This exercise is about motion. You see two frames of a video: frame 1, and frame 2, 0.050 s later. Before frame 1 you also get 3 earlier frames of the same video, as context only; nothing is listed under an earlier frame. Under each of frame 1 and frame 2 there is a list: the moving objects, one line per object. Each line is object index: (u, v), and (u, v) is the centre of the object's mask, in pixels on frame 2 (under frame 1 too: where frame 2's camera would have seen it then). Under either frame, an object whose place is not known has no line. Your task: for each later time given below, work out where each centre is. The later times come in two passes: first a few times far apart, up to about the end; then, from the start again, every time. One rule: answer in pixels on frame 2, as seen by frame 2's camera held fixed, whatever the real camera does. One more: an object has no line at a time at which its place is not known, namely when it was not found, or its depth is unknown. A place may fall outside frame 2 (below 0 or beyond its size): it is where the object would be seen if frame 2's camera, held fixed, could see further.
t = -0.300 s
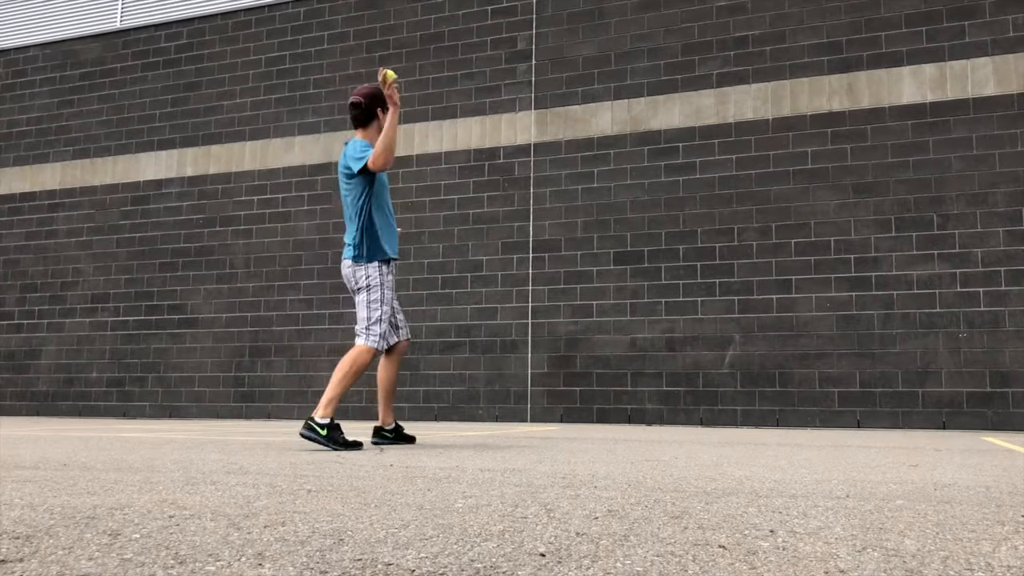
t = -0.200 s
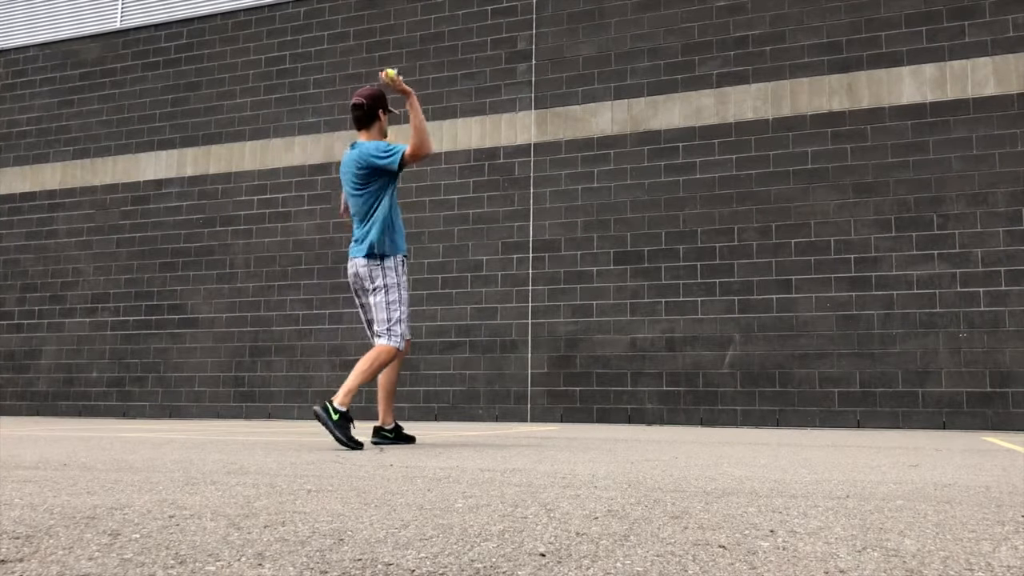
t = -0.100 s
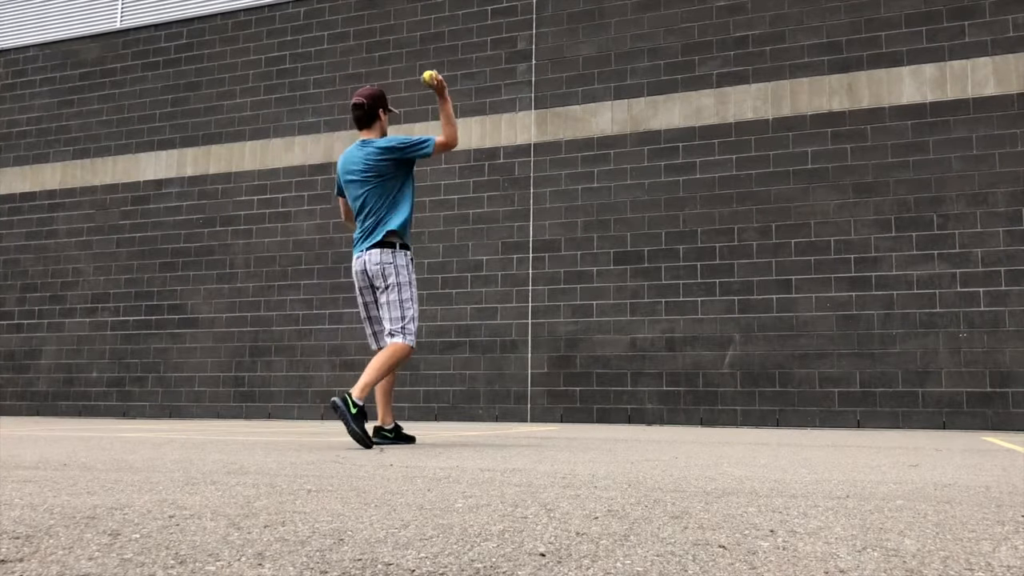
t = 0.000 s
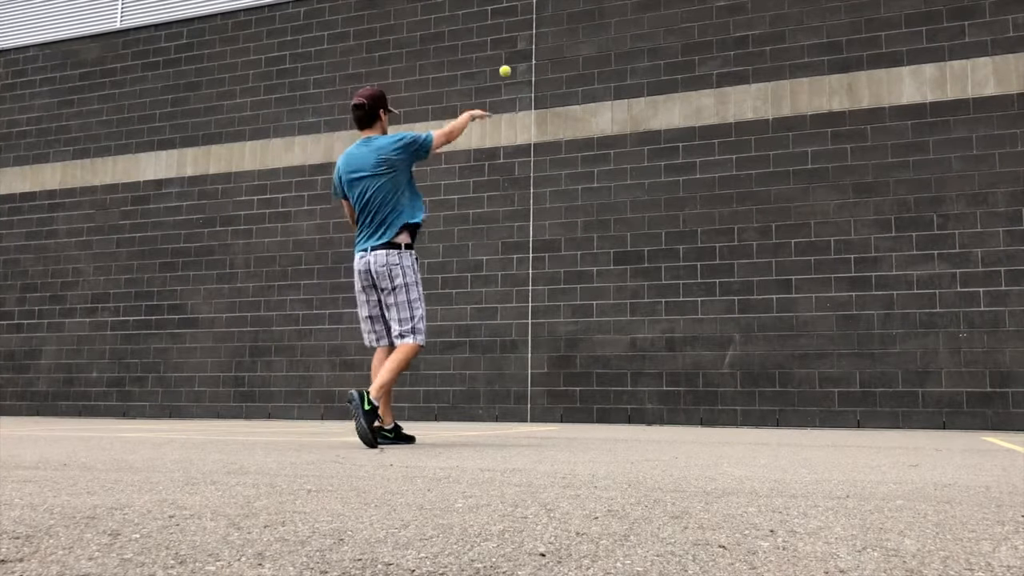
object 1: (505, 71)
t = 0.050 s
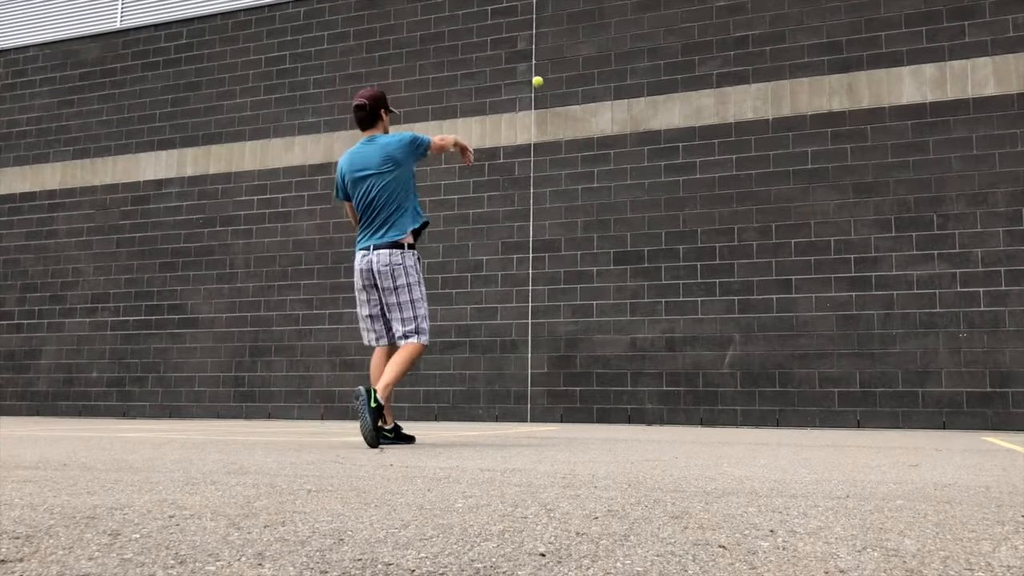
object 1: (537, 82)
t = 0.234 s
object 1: (618, 129)
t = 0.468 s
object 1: (677, 207)
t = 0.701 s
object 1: (666, 244)
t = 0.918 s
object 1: (638, 323)
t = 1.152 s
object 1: (603, 387)
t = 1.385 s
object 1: (570, 295)
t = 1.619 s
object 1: (529, 267)
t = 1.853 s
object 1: (471, 341)
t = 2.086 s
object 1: (390, 381)
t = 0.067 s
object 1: (547, 85)
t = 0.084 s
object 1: (556, 89)
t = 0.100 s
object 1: (564, 93)
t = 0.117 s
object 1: (572, 97)
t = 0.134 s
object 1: (580, 101)
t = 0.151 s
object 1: (587, 105)
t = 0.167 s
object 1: (594, 110)
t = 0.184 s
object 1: (600, 114)
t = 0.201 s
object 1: (607, 119)
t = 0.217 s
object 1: (612, 124)
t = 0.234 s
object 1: (618, 129)
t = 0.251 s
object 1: (623, 134)
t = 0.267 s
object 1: (629, 140)
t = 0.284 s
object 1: (633, 145)
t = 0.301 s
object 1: (638, 150)
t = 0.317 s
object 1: (642, 155)
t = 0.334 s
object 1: (647, 161)
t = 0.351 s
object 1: (651, 166)
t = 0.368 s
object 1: (655, 172)
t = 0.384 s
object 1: (659, 177)
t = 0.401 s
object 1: (663, 183)
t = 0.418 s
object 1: (666, 189)
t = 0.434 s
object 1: (670, 195)
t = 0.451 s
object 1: (673, 201)
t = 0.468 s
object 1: (677, 207)
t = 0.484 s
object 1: (680, 213)
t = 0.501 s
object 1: (683, 219)
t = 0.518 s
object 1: (686, 225)
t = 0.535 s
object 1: (684, 225)
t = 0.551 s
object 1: (682, 226)
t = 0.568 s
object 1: (680, 226)
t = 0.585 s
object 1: (679, 227)
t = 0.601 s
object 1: (678, 229)
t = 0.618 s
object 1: (675, 230)
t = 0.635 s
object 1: (673, 233)
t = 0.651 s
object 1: (671, 235)
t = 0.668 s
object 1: (670, 238)
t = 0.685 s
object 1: (668, 241)
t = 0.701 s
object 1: (666, 244)
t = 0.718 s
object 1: (664, 248)
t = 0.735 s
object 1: (662, 252)
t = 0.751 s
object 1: (660, 256)
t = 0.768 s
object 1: (658, 261)
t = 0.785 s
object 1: (656, 266)
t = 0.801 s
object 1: (654, 272)
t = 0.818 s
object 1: (652, 277)
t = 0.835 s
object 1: (649, 284)
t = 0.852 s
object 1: (647, 291)
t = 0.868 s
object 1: (645, 298)
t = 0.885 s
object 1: (643, 306)
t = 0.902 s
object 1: (640, 314)
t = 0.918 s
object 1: (638, 323)
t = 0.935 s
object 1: (635, 332)
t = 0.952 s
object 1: (633, 342)
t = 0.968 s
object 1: (630, 352)
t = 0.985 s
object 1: (628, 363)
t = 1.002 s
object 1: (625, 375)
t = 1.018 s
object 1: (622, 388)
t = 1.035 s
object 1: (619, 401)
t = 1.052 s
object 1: (616, 415)
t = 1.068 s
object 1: (613, 429)
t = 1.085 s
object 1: (611, 423)
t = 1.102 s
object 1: (609, 414)
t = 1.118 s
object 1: (607, 405)
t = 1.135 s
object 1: (605, 396)
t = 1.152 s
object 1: (603, 387)
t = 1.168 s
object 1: (601, 379)
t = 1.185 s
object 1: (599, 370)
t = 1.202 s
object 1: (596, 363)
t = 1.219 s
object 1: (594, 355)
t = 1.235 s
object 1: (592, 347)
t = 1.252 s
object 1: (590, 340)
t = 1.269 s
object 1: (588, 334)
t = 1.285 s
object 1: (585, 327)
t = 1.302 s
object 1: (583, 321)
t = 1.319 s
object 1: (580, 315)
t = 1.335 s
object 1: (578, 310)
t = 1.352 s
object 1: (576, 304)
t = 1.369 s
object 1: (573, 299)
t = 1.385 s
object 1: (570, 295)
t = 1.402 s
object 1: (568, 290)
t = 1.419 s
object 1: (565, 286)
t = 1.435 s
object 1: (562, 282)
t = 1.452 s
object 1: (560, 279)
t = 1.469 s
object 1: (557, 276)
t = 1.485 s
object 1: (554, 274)
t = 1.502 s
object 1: (551, 271)
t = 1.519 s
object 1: (549, 269)
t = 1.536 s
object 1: (545, 268)
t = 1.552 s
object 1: (542, 267)
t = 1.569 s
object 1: (539, 266)
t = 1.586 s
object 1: (536, 266)
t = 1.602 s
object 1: (532, 266)
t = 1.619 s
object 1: (529, 267)
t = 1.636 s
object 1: (526, 269)
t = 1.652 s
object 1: (522, 270)
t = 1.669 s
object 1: (518, 273)
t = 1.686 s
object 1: (515, 276)
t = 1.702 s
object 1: (511, 279)
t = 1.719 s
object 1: (507, 283)
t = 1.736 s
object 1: (503, 288)
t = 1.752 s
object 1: (499, 293)
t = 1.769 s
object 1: (494, 300)
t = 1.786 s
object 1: (490, 307)
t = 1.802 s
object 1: (486, 314)
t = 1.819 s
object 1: (481, 323)
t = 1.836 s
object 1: (476, 331)
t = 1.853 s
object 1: (471, 341)
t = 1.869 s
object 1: (466, 353)
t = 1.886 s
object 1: (461, 364)
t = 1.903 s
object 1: (455, 377)
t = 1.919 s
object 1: (450, 392)
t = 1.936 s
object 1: (444, 407)
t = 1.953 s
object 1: (438, 423)
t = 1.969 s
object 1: (431, 441)
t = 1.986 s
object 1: (426, 443)
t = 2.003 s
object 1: (420, 432)
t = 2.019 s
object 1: (415, 421)
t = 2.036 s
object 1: (409, 411)
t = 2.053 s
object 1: (402, 400)
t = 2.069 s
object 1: (396, 390)
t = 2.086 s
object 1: (390, 381)
